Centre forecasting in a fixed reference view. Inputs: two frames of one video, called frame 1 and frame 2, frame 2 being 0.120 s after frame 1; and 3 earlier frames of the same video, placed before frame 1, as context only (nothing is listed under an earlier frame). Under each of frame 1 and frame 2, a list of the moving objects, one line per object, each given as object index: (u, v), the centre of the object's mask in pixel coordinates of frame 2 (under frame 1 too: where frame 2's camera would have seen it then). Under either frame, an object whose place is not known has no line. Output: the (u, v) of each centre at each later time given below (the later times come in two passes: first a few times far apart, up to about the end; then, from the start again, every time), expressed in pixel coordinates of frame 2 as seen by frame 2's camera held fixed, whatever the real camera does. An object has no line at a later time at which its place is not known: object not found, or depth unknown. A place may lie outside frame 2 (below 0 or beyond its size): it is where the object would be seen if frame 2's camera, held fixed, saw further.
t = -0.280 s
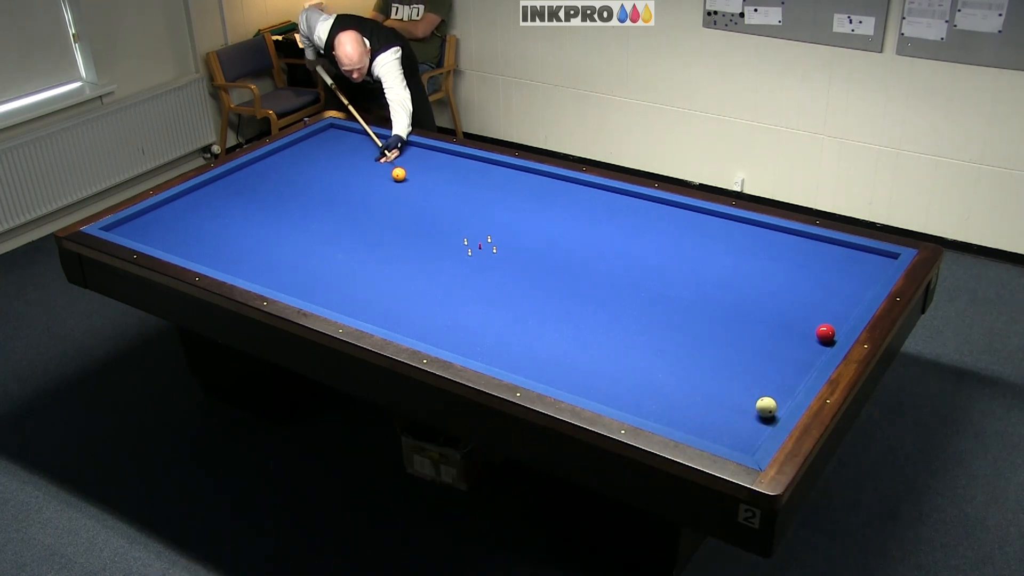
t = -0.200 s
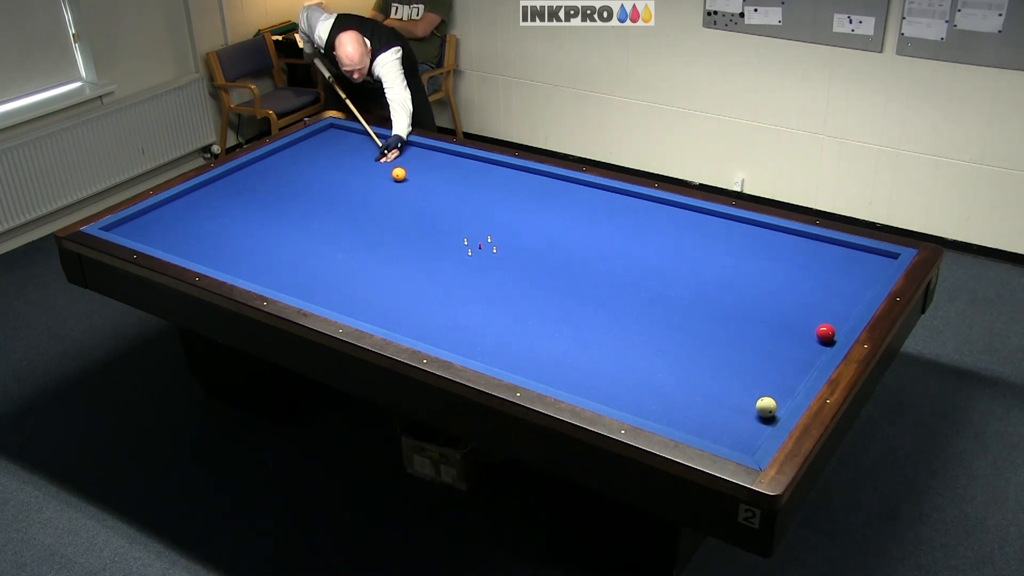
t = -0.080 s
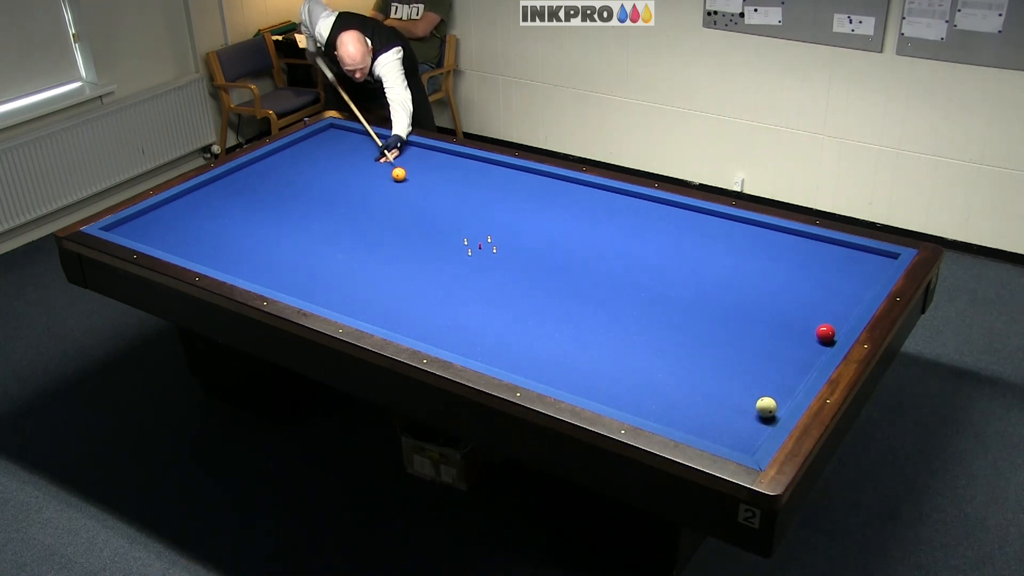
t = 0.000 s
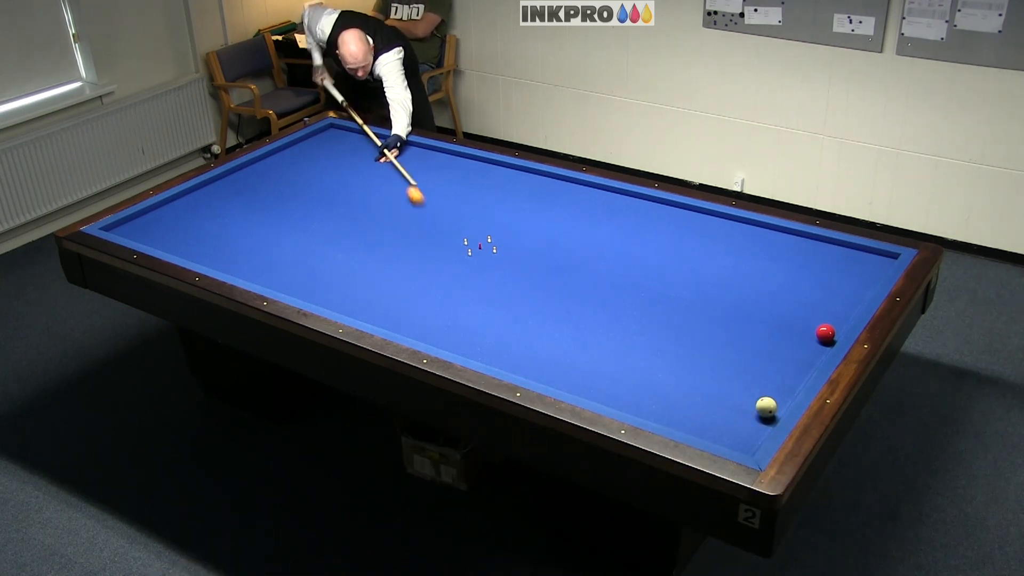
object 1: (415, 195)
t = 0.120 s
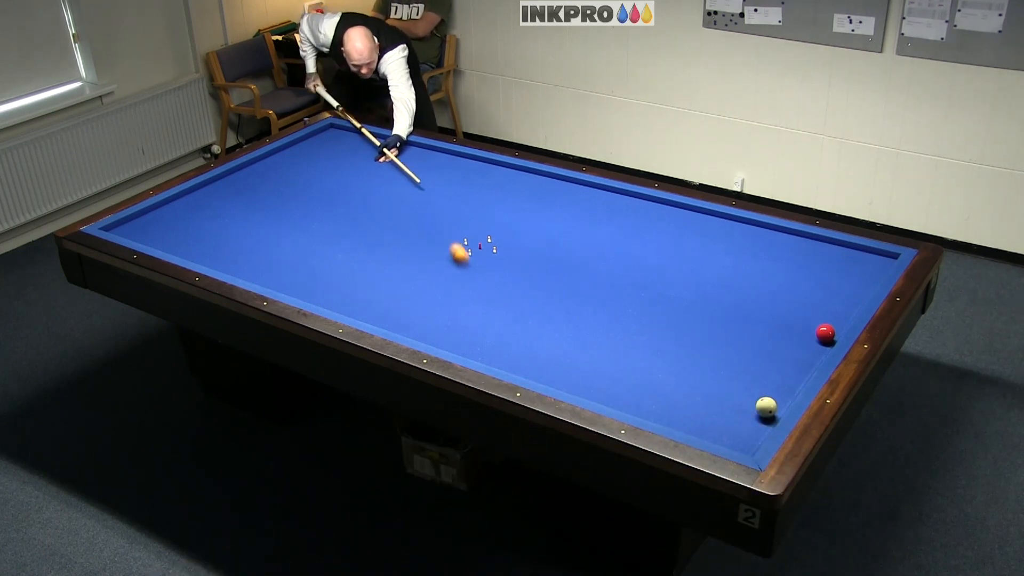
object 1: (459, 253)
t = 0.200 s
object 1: (494, 298)
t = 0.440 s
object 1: (712, 391)
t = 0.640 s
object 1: (719, 314)
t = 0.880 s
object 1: (638, 221)
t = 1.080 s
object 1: (563, 193)
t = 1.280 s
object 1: (460, 195)
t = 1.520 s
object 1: (345, 195)
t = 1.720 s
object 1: (252, 195)
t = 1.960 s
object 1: (178, 209)
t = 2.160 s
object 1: (168, 243)
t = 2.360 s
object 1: (219, 246)
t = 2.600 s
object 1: (291, 244)
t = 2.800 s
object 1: (350, 243)
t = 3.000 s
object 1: (409, 242)
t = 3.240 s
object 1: (479, 240)
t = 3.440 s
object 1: (537, 239)
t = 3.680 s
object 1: (606, 238)
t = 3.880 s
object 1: (663, 237)
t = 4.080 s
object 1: (719, 236)
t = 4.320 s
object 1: (785, 235)
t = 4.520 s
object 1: (819, 246)
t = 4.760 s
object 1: (856, 263)
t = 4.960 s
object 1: (872, 272)
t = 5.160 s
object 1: (851, 269)
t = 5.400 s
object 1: (827, 267)
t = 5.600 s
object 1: (808, 264)
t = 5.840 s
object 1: (786, 262)
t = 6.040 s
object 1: (768, 260)
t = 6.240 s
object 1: (751, 258)
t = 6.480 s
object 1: (731, 255)
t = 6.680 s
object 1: (715, 253)
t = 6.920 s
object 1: (698, 251)
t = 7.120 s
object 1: (683, 249)
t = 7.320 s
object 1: (670, 247)
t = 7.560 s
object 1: (654, 245)
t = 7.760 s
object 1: (641, 244)
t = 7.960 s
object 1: (629, 243)
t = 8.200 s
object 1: (616, 241)
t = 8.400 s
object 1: (605, 239)
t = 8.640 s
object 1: (593, 238)
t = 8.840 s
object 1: (583, 237)
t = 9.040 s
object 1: (575, 235)
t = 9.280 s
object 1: (565, 234)
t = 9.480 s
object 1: (557, 233)
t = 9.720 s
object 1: (549, 232)
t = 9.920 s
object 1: (542, 231)
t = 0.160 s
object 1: (476, 275)
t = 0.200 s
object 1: (494, 298)
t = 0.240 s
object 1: (513, 324)
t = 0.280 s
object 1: (534, 350)
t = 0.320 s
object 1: (556, 378)
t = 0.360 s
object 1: (604, 387)
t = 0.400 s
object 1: (658, 389)
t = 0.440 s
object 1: (712, 391)
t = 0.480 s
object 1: (765, 391)
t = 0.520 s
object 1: (780, 381)
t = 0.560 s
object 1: (758, 357)
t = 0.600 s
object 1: (738, 335)
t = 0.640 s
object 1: (719, 314)
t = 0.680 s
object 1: (702, 296)
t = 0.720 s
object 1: (687, 278)
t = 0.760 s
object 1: (673, 262)
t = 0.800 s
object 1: (660, 248)
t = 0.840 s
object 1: (648, 234)
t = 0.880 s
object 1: (638, 221)
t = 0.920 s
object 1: (629, 209)
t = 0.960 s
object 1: (620, 198)
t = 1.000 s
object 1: (609, 190)
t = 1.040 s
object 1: (586, 192)
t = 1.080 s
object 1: (563, 193)
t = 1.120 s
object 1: (541, 194)
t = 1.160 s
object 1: (520, 194)
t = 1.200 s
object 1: (499, 195)
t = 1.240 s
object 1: (479, 195)
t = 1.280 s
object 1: (460, 195)
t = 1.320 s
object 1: (440, 195)
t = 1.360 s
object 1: (421, 195)
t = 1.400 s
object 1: (402, 195)
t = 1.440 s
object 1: (383, 195)
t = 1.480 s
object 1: (364, 195)
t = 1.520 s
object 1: (345, 195)
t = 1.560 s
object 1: (326, 195)
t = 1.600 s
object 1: (307, 195)
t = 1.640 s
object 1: (289, 195)
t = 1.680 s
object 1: (270, 195)
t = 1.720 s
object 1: (252, 195)
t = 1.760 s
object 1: (234, 195)
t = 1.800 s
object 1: (216, 196)
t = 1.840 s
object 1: (198, 196)
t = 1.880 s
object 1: (180, 196)
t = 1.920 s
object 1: (178, 202)
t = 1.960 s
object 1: (178, 209)
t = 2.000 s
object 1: (177, 216)
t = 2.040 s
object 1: (175, 223)
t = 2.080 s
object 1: (173, 230)
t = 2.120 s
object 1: (170, 237)
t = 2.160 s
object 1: (168, 243)
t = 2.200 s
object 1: (167, 247)
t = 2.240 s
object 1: (181, 248)
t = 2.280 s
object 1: (194, 247)
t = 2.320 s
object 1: (207, 247)
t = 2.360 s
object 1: (219, 246)
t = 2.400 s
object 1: (231, 246)
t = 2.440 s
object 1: (243, 246)
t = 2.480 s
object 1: (255, 245)
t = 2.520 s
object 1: (267, 245)
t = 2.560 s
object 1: (278, 245)
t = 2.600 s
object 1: (291, 244)
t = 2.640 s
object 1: (302, 244)
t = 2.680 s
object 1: (314, 244)
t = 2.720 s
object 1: (326, 244)
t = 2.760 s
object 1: (338, 243)
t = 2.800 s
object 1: (350, 243)
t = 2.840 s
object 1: (361, 243)
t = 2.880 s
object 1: (373, 243)
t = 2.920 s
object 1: (385, 242)
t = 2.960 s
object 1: (397, 242)
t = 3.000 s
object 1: (409, 242)
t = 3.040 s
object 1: (420, 241)
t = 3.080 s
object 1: (432, 241)
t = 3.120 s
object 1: (444, 241)
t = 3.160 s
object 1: (455, 241)
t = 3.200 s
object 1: (467, 241)
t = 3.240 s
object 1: (479, 240)
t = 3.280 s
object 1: (490, 240)
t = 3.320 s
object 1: (502, 240)
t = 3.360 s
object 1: (514, 240)
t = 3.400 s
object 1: (525, 240)
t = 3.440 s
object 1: (537, 239)
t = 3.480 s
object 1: (549, 239)
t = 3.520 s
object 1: (560, 239)
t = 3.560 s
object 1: (571, 239)
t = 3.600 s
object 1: (583, 238)
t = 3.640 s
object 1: (594, 238)
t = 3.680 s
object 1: (606, 238)
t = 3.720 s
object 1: (617, 238)
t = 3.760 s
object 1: (629, 238)
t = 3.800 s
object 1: (640, 237)
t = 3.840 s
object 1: (651, 237)
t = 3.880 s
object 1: (663, 237)
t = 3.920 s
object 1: (674, 237)
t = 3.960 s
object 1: (685, 236)
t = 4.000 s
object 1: (696, 236)
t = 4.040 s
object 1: (707, 236)
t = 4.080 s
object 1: (719, 236)
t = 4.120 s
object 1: (730, 235)
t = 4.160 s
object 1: (741, 235)
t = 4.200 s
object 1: (752, 235)
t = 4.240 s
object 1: (763, 235)
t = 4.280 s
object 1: (774, 235)
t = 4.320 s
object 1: (785, 235)
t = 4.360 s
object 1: (796, 235)
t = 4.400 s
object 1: (802, 237)
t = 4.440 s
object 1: (808, 240)
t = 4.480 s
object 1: (813, 243)
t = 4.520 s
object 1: (819, 246)
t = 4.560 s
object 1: (825, 249)
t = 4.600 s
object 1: (831, 251)
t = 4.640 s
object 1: (838, 254)
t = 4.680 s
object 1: (844, 257)
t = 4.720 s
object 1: (850, 260)
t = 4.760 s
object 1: (856, 263)
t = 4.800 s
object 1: (863, 266)
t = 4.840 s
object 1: (869, 268)
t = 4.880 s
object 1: (875, 271)
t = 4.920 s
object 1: (877, 272)
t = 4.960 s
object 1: (872, 272)
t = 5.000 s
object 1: (868, 271)
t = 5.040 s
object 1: (863, 271)
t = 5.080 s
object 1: (859, 270)
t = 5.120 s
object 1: (855, 270)
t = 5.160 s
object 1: (851, 269)
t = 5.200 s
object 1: (847, 269)
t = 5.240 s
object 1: (843, 268)
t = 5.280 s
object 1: (839, 268)
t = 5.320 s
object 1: (835, 267)
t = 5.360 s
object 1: (831, 267)
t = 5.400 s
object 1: (827, 267)
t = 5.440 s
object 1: (823, 266)
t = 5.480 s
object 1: (819, 266)
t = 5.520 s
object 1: (815, 265)
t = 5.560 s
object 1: (811, 265)
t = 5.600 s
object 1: (808, 264)
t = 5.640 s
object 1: (804, 264)
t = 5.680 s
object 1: (800, 264)
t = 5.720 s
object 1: (797, 263)
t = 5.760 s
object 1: (793, 263)
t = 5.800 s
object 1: (789, 262)
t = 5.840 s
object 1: (786, 262)
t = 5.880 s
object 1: (782, 261)
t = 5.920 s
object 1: (778, 261)
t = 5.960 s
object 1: (775, 261)
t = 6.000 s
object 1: (771, 260)
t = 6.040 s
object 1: (768, 260)
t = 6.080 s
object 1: (765, 259)
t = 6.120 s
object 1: (761, 259)
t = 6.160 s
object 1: (758, 258)
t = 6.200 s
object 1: (754, 258)
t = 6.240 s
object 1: (751, 258)
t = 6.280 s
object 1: (748, 257)
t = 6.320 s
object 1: (744, 257)
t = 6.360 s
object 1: (741, 256)
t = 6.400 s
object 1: (738, 256)
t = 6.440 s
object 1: (734, 256)
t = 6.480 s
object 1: (731, 255)
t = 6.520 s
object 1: (728, 255)
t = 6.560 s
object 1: (725, 254)
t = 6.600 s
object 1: (722, 254)
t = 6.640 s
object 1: (719, 254)
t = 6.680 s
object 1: (715, 253)
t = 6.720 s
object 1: (713, 253)
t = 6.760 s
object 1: (710, 252)
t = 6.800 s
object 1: (707, 252)
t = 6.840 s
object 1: (704, 252)
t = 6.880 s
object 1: (701, 251)
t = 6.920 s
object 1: (698, 251)
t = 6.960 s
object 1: (695, 251)
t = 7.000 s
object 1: (692, 250)
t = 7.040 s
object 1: (689, 250)
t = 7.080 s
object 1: (686, 250)
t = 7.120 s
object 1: (683, 249)
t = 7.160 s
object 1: (681, 249)
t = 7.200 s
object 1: (678, 249)
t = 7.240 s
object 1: (675, 248)
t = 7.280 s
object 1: (672, 247)
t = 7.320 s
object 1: (670, 247)
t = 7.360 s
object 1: (667, 247)
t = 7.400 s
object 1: (664, 247)
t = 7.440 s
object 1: (661, 246)
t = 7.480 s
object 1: (659, 246)
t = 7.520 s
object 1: (656, 246)
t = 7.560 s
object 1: (654, 245)
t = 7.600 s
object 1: (651, 245)
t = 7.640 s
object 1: (649, 245)
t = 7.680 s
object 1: (646, 244)
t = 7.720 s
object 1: (644, 244)
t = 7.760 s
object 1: (641, 244)
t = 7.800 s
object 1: (639, 244)
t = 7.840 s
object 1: (637, 243)
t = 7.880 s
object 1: (634, 243)
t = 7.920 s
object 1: (631, 243)
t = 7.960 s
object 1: (629, 243)
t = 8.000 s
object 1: (627, 242)
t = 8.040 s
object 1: (624, 242)
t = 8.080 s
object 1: (622, 242)
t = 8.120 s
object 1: (620, 241)
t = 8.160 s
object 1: (618, 241)
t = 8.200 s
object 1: (616, 241)
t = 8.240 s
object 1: (614, 240)
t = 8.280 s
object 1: (611, 240)
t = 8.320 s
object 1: (609, 240)
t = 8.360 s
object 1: (607, 239)
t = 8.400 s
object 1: (605, 239)
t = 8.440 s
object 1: (603, 239)
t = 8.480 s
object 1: (601, 239)
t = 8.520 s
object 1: (599, 239)
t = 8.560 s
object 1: (597, 238)
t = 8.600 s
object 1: (595, 238)
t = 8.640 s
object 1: (593, 238)
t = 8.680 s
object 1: (591, 238)
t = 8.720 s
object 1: (589, 238)
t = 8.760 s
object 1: (587, 237)
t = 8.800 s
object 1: (585, 237)
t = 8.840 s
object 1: (583, 237)
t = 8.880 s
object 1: (582, 237)
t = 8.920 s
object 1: (580, 236)
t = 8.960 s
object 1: (578, 236)
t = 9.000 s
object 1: (576, 236)
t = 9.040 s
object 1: (575, 235)
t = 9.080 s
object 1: (573, 236)
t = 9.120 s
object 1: (571, 235)
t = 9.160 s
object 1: (569, 235)
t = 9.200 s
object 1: (568, 235)
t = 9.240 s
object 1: (567, 234)
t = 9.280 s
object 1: (565, 234)
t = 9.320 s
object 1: (563, 234)
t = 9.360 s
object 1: (561, 234)
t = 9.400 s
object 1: (560, 234)
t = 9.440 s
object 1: (559, 233)
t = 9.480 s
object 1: (557, 233)
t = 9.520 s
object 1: (556, 233)
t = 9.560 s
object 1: (554, 233)
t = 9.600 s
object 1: (553, 233)
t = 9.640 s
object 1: (552, 232)
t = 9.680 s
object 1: (550, 232)
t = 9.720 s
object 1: (549, 232)
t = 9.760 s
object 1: (547, 232)
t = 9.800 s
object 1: (546, 232)
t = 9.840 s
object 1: (545, 232)
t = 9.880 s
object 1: (544, 231)
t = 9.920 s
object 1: (542, 231)
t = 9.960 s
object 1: (541, 231)
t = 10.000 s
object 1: (540, 231)
